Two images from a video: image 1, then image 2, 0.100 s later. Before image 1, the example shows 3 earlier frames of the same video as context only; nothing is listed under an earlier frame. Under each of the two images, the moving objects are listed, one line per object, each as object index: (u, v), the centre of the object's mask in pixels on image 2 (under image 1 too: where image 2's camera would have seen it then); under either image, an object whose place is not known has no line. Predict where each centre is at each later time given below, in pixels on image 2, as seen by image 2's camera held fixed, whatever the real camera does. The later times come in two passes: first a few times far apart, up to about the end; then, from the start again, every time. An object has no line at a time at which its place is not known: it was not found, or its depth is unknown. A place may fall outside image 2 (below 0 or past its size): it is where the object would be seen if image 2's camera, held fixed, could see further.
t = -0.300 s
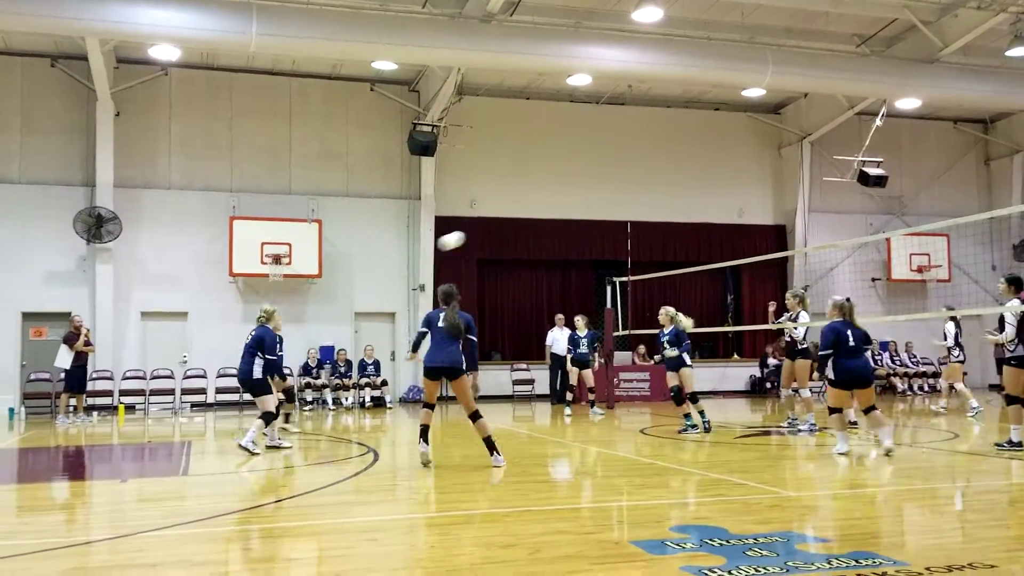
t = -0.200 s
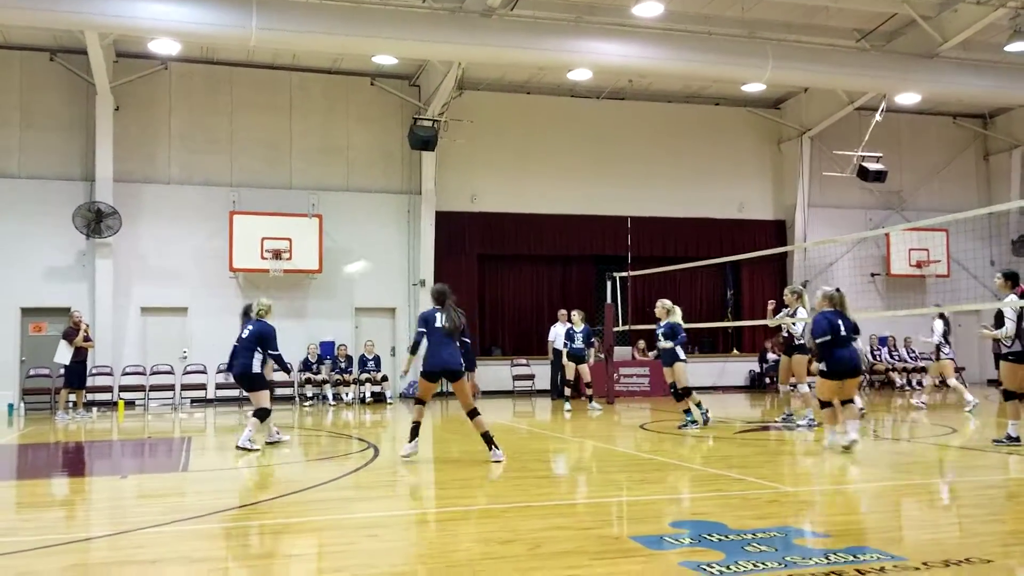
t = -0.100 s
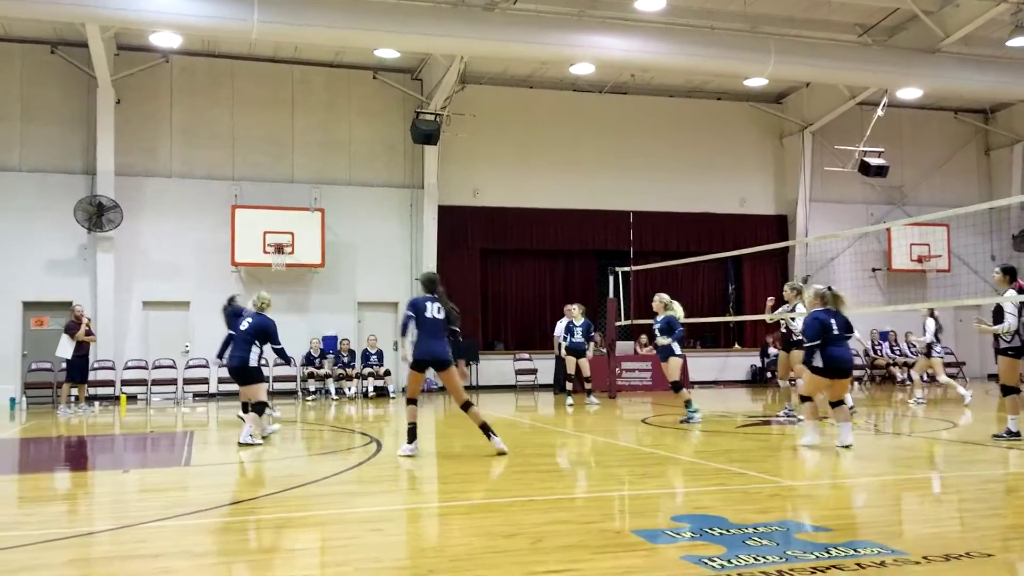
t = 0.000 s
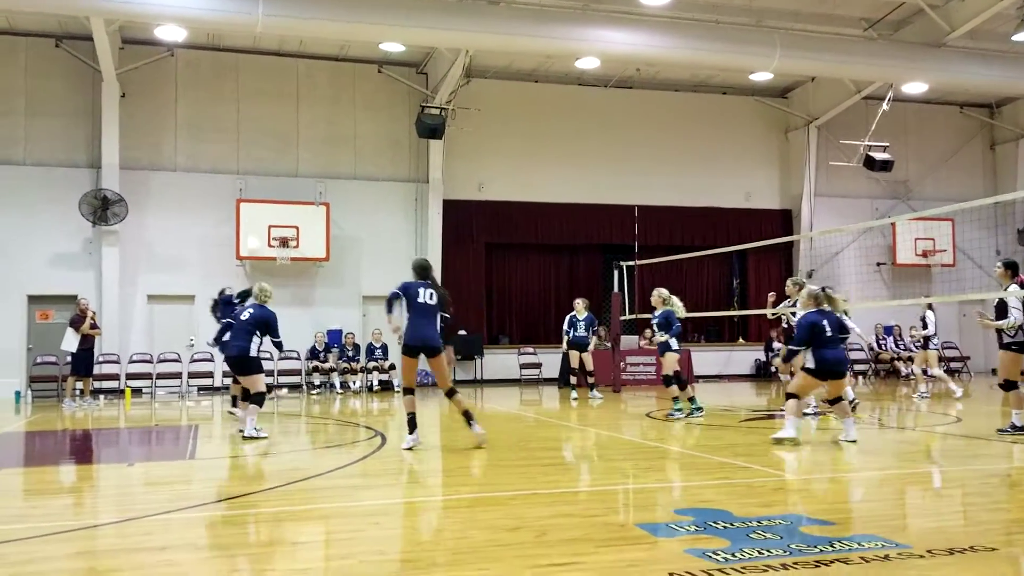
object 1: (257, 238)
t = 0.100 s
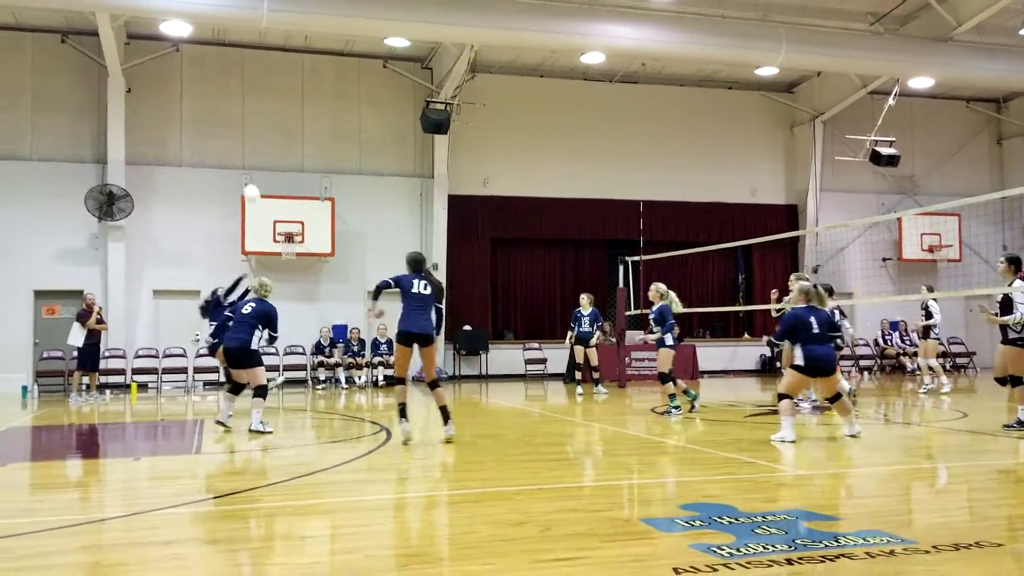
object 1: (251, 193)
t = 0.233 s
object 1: (242, 145)
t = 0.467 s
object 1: (226, 93)
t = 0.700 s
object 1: (209, 80)
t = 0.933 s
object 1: (194, 103)
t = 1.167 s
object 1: (179, 159)
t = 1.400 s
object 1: (165, 245)
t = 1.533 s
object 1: (158, 311)
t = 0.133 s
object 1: (249, 180)
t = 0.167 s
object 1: (246, 167)
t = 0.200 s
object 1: (244, 155)
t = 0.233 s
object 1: (242, 145)
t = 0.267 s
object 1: (239, 134)
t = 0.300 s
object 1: (237, 126)
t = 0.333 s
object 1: (235, 117)
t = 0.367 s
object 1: (232, 110)
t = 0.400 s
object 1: (230, 103)
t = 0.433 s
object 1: (228, 98)
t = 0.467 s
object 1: (226, 93)
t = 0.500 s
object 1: (223, 89)
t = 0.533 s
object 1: (221, 86)
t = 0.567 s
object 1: (218, 83)
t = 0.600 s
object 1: (216, 81)
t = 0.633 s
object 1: (214, 80)
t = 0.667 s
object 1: (212, 80)
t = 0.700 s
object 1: (209, 80)
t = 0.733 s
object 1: (207, 81)
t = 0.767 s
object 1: (205, 83)
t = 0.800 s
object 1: (203, 86)
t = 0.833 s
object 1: (200, 89)
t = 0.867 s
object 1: (199, 93)
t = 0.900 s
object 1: (196, 98)
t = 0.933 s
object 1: (194, 103)
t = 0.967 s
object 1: (192, 109)
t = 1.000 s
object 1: (190, 116)
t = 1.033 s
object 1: (187, 123)
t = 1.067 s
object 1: (185, 131)
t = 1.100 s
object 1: (183, 141)
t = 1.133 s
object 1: (181, 150)
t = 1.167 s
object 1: (179, 159)
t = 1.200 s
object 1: (178, 169)
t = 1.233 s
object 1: (176, 180)
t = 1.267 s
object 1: (173, 193)
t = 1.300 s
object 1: (171, 205)
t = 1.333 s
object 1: (169, 217)
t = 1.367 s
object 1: (168, 231)
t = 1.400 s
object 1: (165, 245)
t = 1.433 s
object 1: (162, 260)
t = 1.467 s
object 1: (161, 277)
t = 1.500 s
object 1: (160, 294)
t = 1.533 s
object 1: (158, 311)
